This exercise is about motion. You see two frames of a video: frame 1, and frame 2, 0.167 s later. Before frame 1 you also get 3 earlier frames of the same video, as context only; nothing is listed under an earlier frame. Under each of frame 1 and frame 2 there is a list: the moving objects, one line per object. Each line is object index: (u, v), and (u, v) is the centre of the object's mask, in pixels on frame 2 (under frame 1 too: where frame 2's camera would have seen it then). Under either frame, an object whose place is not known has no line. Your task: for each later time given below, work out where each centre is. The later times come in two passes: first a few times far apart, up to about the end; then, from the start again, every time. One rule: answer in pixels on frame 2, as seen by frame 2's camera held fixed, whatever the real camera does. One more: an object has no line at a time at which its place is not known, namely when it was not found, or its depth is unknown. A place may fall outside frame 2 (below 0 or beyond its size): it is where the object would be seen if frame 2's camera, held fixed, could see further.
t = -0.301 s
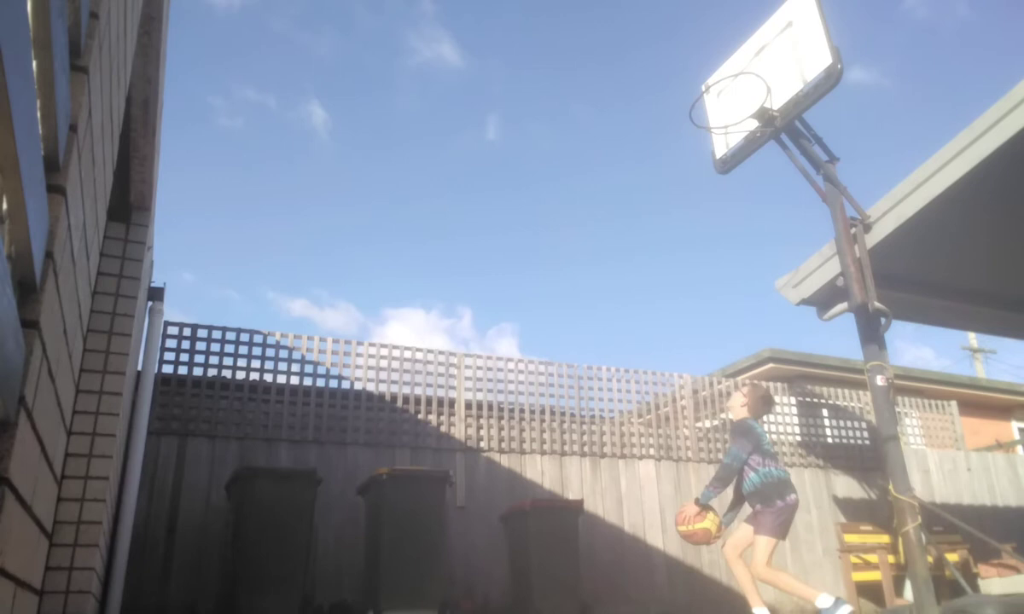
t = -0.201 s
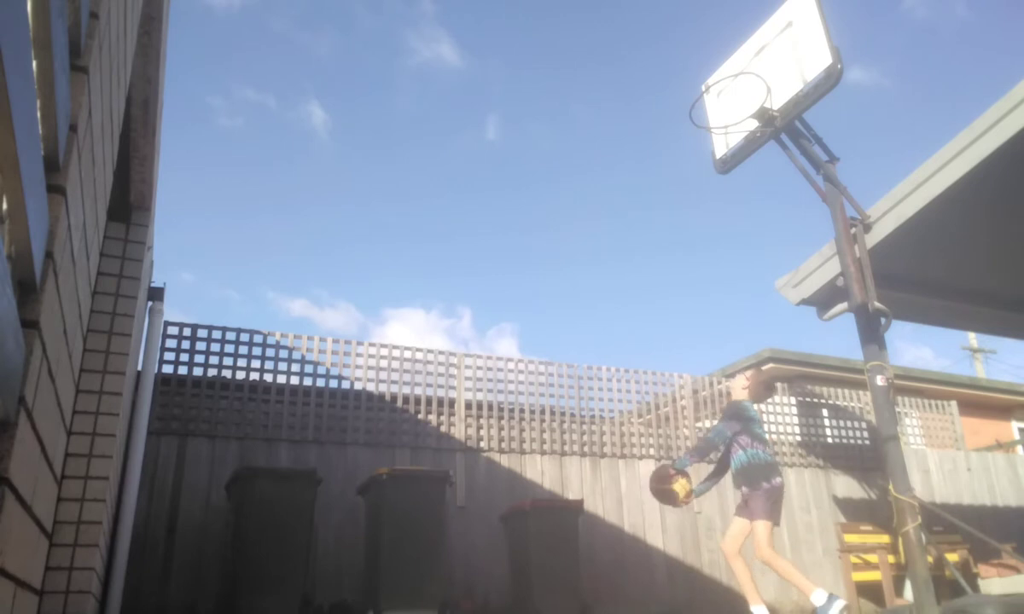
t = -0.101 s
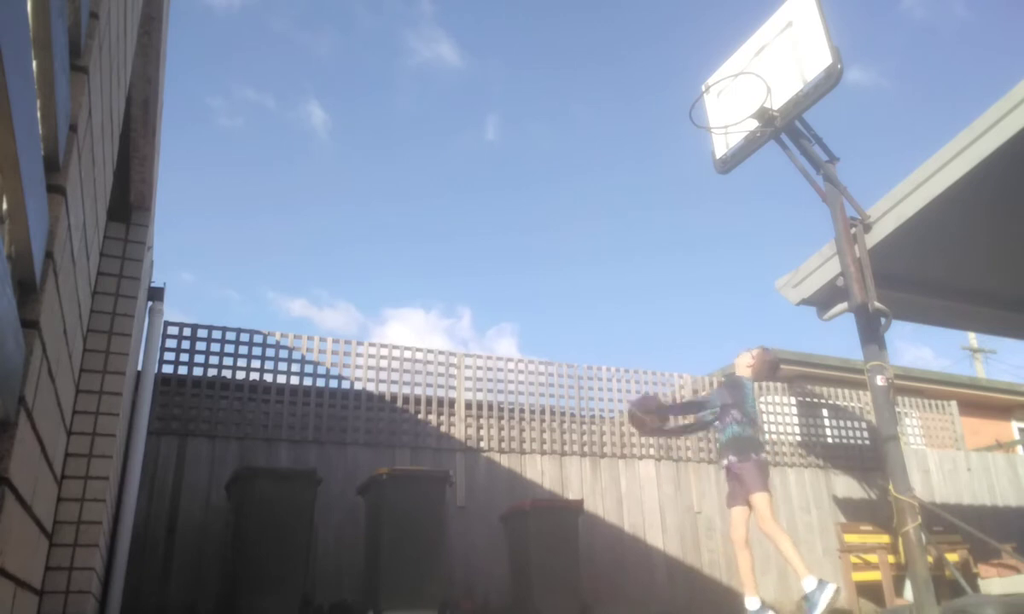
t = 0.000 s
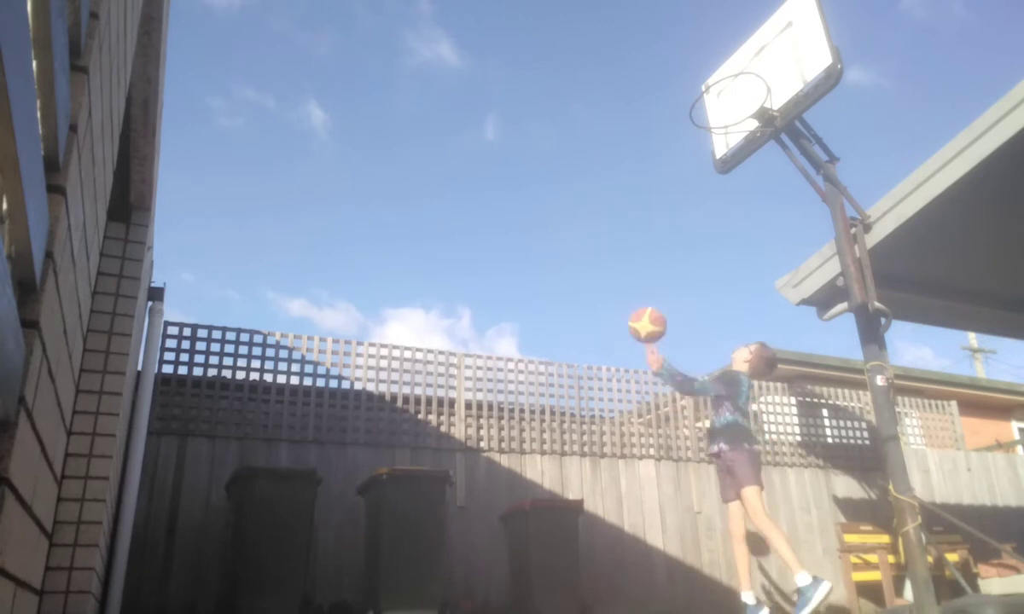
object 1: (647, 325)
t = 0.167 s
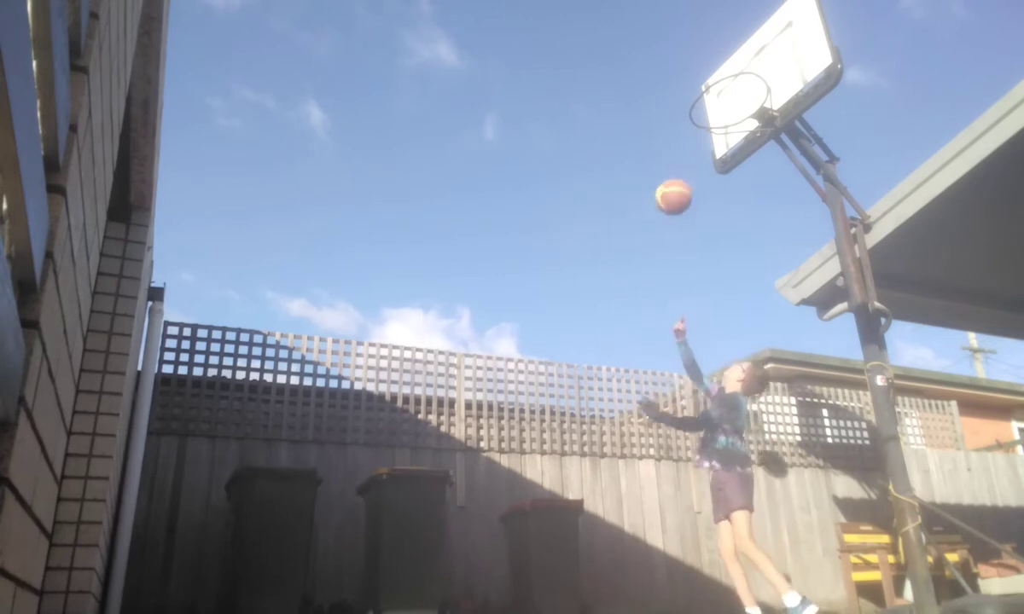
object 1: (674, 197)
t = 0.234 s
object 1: (684, 157)
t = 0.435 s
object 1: (715, 80)
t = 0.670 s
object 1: (718, 71)
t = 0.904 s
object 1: (729, 123)
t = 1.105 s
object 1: (739, 234)
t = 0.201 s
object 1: (679, 176)
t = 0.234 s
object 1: (684, 157)
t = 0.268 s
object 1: (690, 141)
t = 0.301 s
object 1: (696, 125)
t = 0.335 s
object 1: (702, 110)
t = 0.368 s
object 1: (709, 98)
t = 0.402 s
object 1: (714, 87)
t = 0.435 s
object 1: (715, 80)
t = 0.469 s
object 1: (715, 75)
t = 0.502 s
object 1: (715, 71)
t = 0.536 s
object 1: (714, 67)
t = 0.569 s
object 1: (715, 67)
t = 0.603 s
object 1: (716, 66)
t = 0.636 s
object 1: (717, 68)
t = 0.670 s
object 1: (718, 71)
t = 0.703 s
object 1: (720, 76)
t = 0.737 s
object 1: (722, 81)
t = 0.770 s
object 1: (723, 88)
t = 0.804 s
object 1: (725, 97)
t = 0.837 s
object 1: (729, 108)
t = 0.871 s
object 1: (729, 115)
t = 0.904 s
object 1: (729, 123)
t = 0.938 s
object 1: (729, 133)
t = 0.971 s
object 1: (730, 143)
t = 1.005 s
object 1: (732, 158)
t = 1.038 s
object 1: (733, 173)
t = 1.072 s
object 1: (737, 212)
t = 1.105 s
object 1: (739, 234)
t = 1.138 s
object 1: (741, 260)
